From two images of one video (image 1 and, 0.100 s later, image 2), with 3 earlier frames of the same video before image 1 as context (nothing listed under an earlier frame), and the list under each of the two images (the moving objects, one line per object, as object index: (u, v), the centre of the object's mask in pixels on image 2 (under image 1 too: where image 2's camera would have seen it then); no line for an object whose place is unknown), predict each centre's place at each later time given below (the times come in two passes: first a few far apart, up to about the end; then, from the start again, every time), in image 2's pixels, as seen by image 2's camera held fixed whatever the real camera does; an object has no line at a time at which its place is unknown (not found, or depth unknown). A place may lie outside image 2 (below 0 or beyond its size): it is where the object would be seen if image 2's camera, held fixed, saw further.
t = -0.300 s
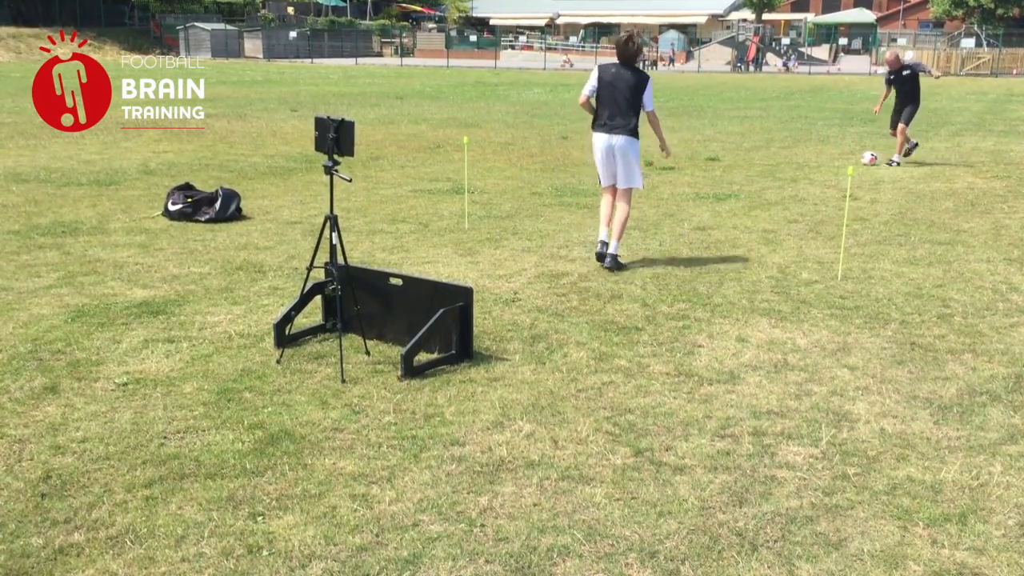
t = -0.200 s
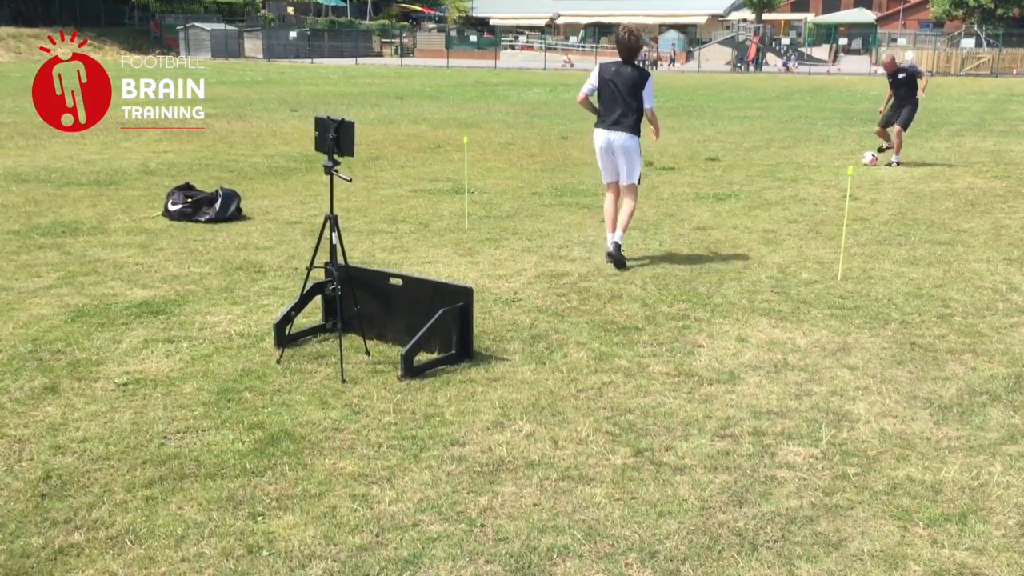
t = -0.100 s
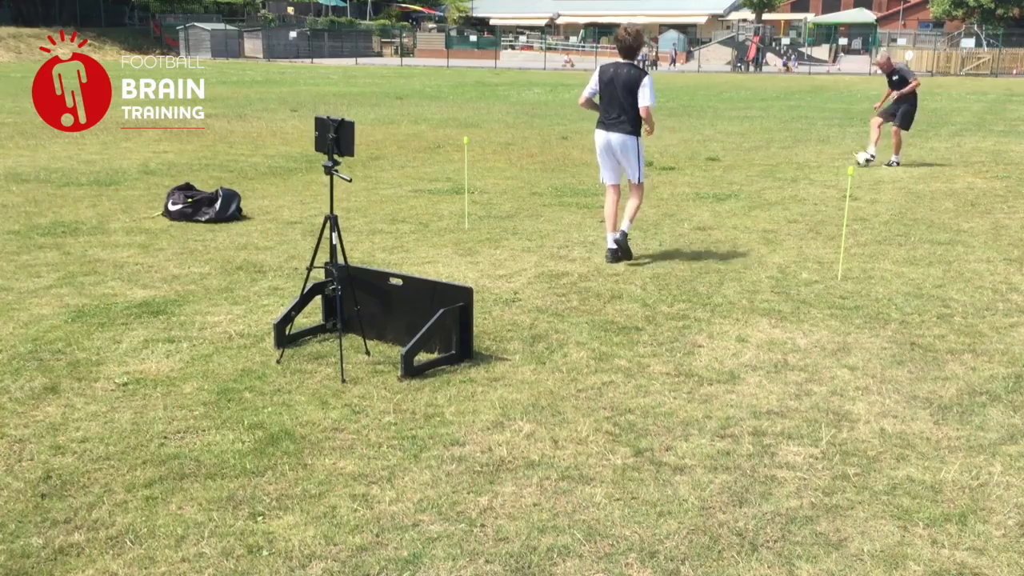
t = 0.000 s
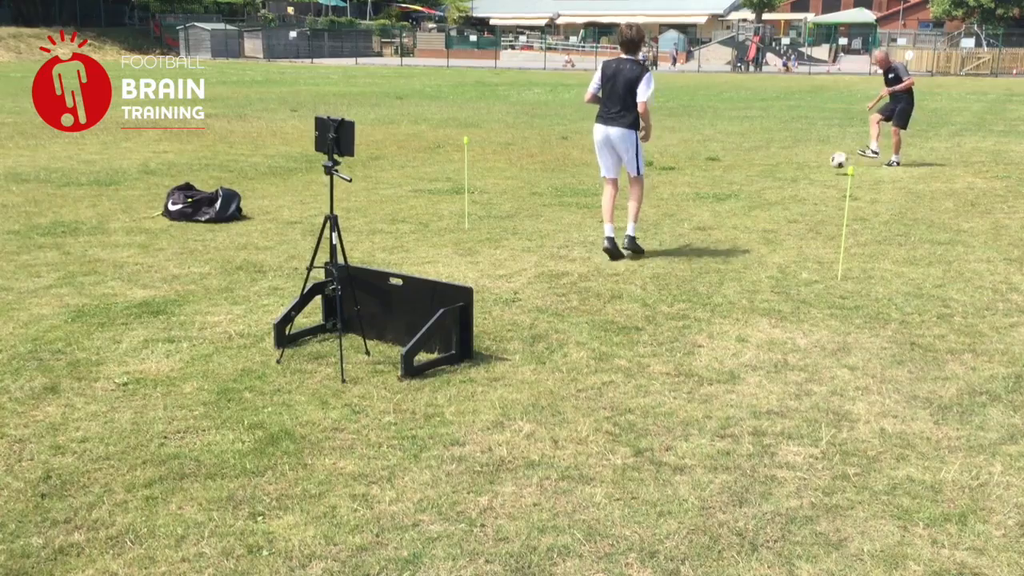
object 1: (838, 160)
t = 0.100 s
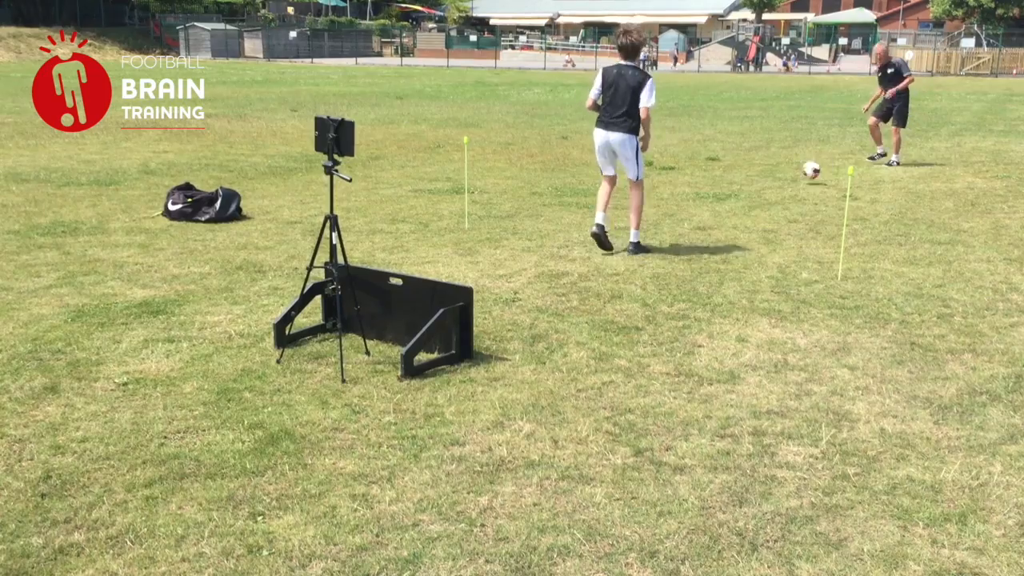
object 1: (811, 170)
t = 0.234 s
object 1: (770, 184)
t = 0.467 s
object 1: (694, 206)
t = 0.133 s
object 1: (801, 177)
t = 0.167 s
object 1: (790, 183)
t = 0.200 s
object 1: (780, 183)
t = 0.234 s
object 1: (770, 184)
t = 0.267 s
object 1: (760, 186)
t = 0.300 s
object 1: (751, 189)
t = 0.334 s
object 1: (739, 193)
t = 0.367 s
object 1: (728, 199)
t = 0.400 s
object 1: (716, 205)
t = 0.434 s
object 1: (705, 205)
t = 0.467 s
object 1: (694, 206)
